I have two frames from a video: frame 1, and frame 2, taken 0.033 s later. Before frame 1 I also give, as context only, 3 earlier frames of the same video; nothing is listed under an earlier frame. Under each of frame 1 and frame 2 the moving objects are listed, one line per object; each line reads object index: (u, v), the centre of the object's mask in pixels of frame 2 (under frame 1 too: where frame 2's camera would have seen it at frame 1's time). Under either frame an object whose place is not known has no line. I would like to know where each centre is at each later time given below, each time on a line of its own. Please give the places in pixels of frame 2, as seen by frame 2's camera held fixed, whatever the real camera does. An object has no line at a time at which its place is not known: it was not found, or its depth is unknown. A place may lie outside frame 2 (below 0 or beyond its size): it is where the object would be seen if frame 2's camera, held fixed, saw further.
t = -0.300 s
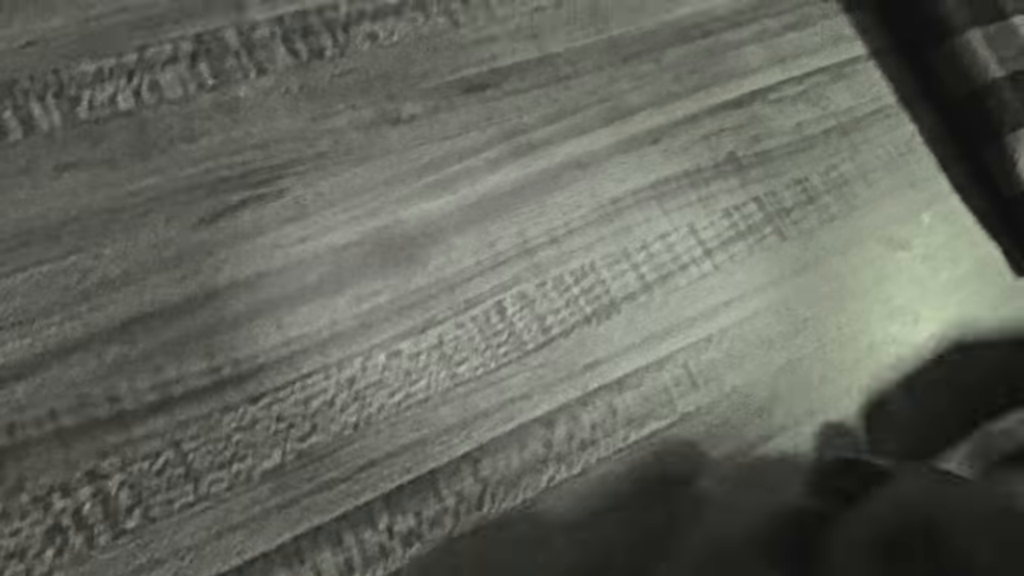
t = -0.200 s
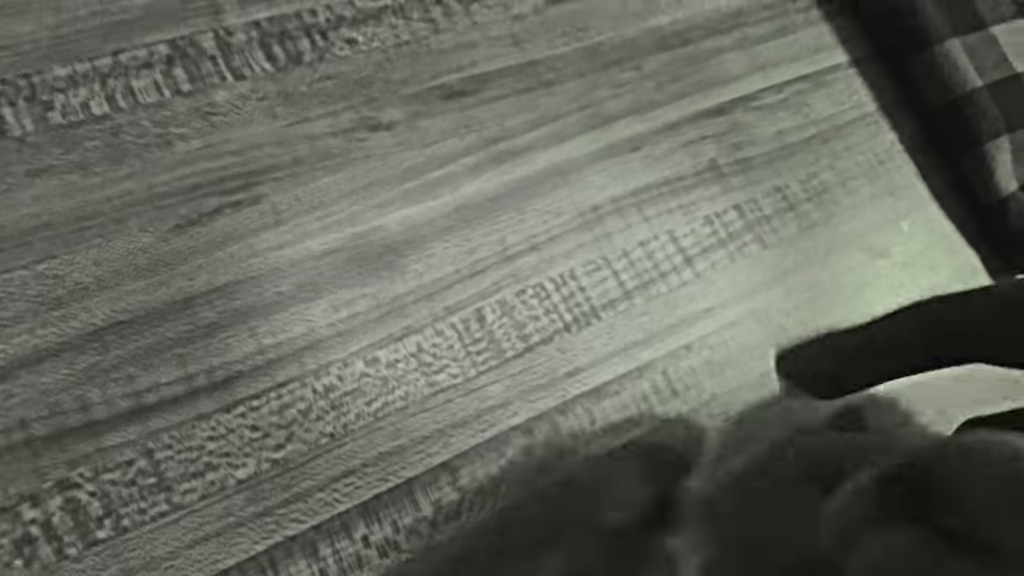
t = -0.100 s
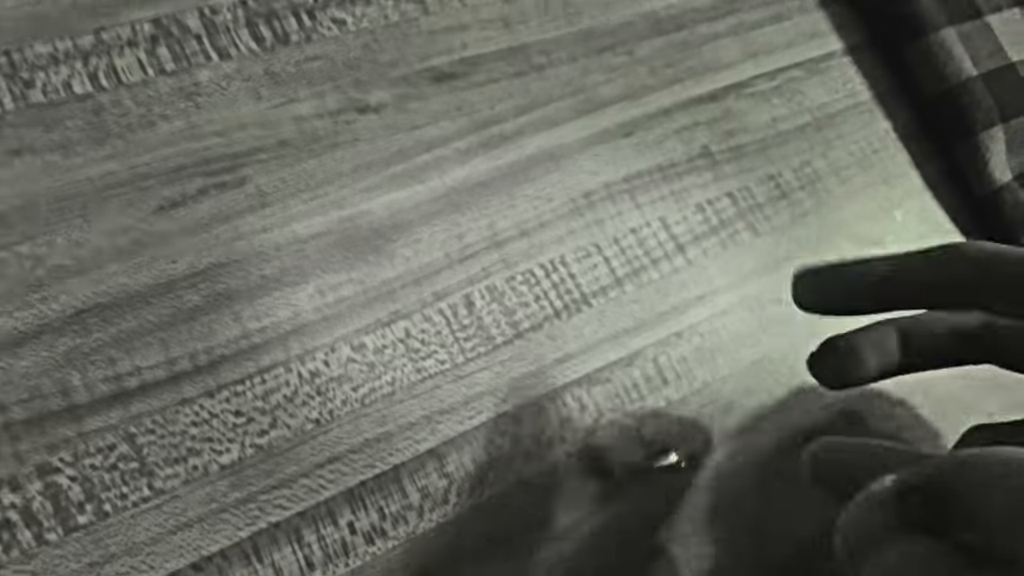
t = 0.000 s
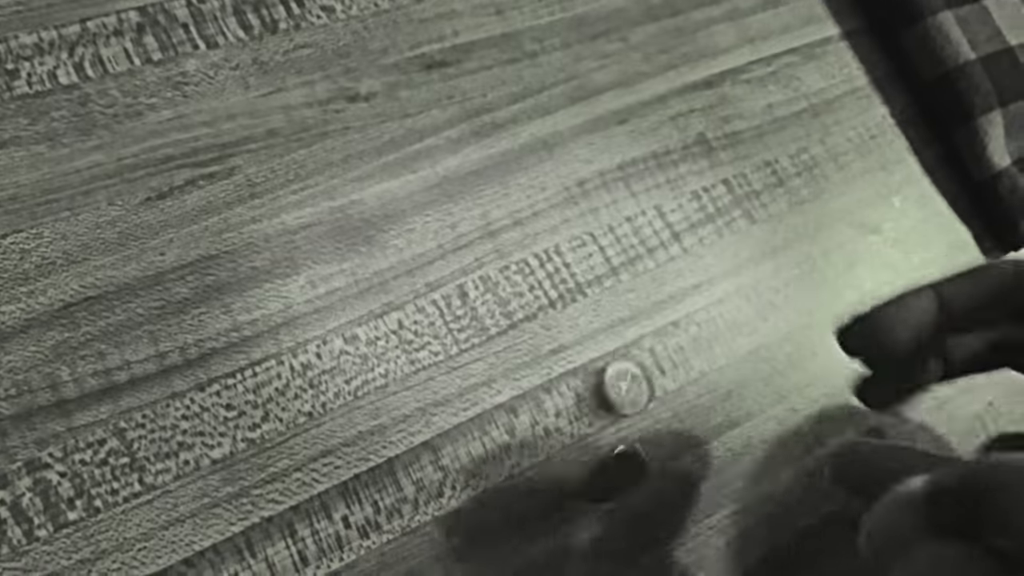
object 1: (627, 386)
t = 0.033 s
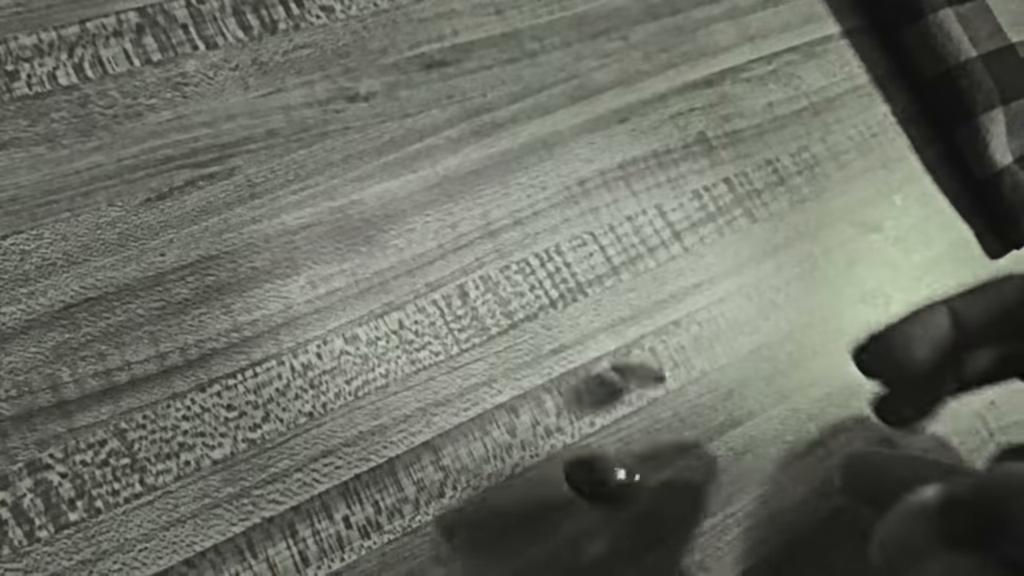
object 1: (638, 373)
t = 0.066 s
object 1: (637, 364)
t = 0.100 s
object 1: (640, 353)
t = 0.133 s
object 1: (637, 343)
